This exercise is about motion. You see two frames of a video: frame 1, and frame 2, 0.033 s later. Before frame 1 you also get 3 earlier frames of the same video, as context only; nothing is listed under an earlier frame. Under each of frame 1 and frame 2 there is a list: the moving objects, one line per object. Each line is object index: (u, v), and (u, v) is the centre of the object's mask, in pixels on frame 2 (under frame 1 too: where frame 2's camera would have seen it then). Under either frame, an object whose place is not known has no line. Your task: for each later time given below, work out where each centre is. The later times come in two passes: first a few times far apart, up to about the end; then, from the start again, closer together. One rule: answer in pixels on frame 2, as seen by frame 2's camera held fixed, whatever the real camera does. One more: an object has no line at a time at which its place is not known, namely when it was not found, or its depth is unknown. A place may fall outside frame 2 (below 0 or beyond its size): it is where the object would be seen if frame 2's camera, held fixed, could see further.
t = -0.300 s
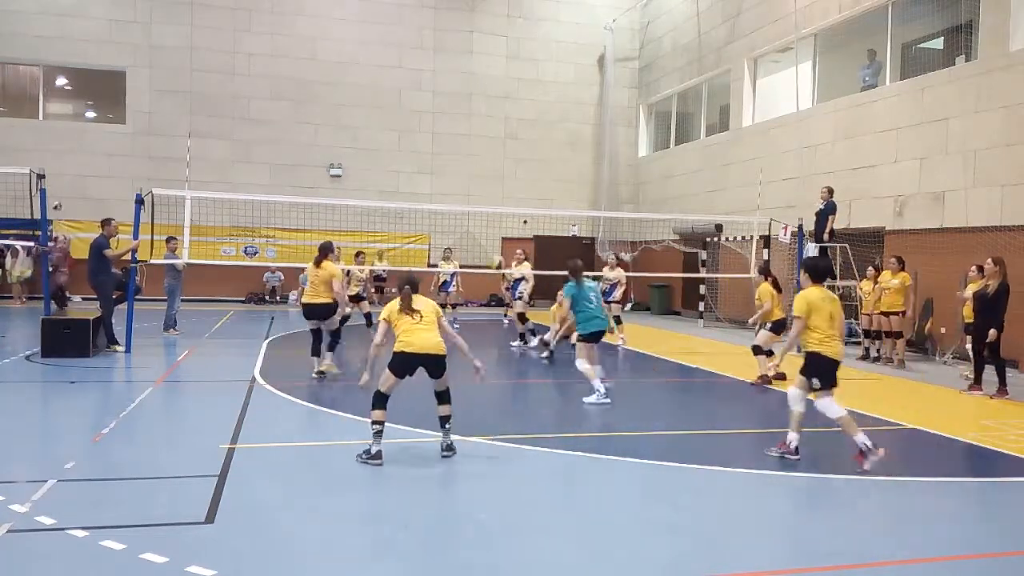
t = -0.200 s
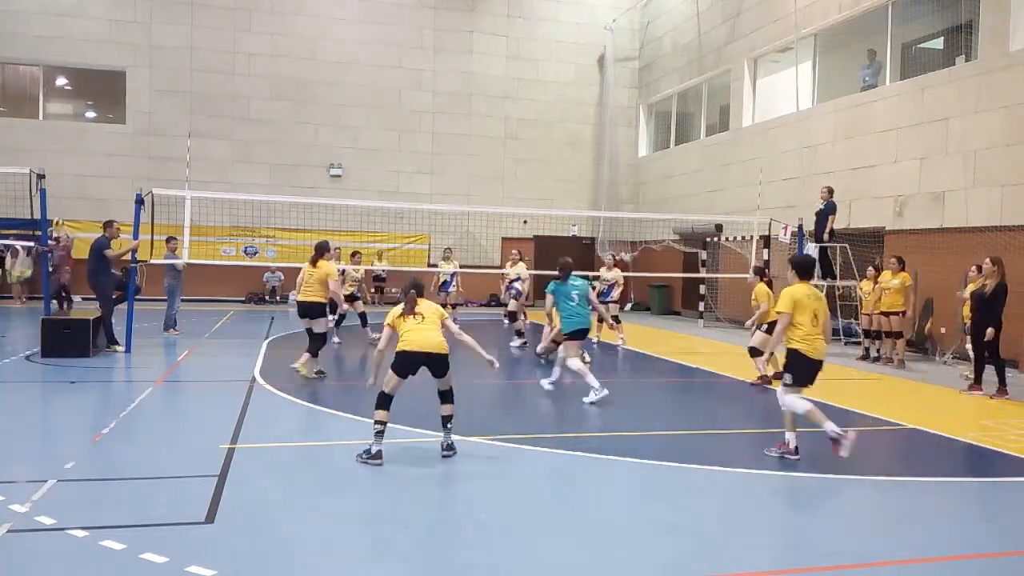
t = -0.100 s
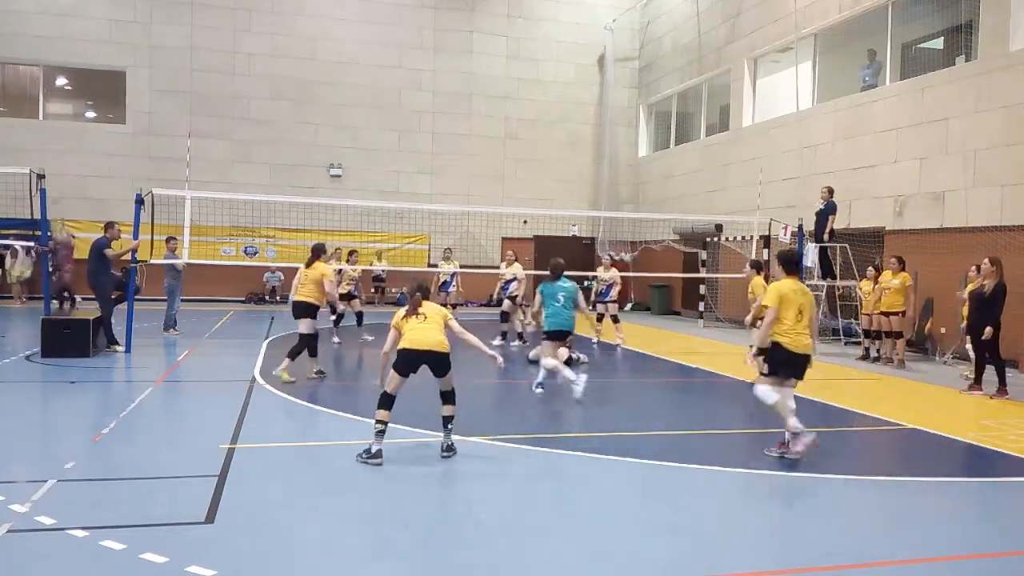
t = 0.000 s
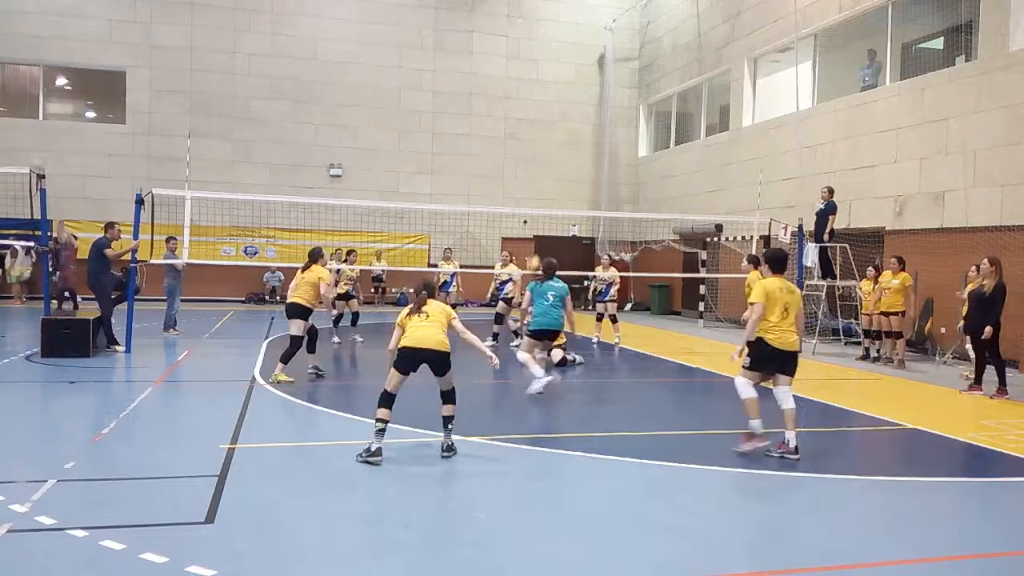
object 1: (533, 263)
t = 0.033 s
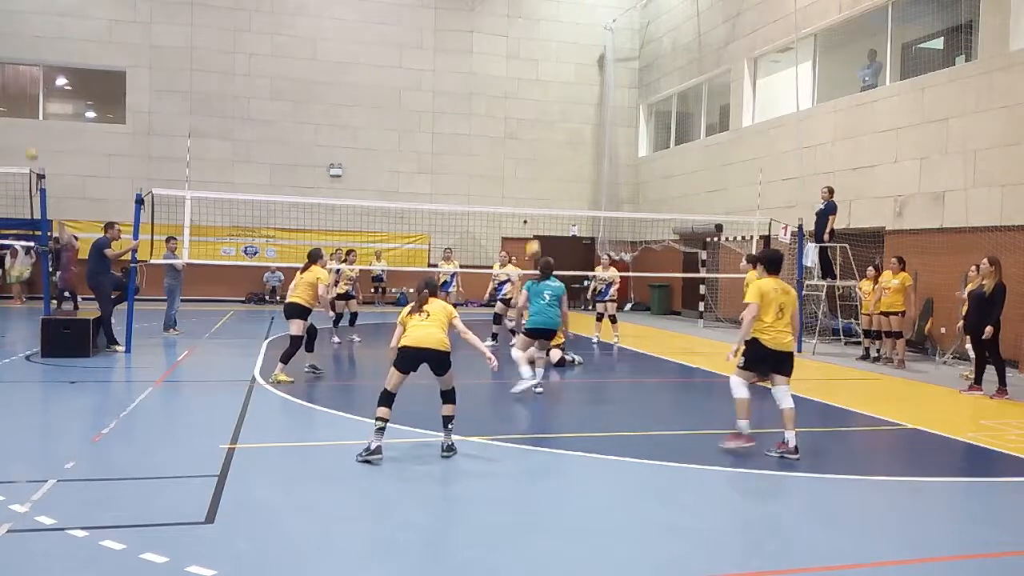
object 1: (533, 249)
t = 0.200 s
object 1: (530, 186)
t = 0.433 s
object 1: (529, 128)
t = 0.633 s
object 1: (522, 111)
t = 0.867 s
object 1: (514, 130)
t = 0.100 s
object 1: (532, 222)
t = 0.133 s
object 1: (531, 212)
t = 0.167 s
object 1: (530, 198)
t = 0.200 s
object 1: (530, 186)
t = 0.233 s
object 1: (530, 175)
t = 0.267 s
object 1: (529, 165)
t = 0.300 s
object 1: (529, 156)
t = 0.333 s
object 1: (529, 148)
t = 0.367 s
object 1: (528, 140)
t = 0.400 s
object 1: (530, 133)
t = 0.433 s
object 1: (529, 128)
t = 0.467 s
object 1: (527, 123)
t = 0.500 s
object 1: (526, 118)
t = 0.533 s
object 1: (525, 115)
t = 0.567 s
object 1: (524, 112)
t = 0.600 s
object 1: (522, 112)
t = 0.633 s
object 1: (522, 111)
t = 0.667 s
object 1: (521, 111)
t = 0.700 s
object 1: (520, 111)
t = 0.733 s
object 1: (519, 114)
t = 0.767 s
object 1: (518, 116)
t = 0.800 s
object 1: (517, 119)
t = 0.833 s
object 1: (515, 123)
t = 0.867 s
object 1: (514, 130)
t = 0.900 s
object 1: (513, 137)
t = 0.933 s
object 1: (513, 143)
